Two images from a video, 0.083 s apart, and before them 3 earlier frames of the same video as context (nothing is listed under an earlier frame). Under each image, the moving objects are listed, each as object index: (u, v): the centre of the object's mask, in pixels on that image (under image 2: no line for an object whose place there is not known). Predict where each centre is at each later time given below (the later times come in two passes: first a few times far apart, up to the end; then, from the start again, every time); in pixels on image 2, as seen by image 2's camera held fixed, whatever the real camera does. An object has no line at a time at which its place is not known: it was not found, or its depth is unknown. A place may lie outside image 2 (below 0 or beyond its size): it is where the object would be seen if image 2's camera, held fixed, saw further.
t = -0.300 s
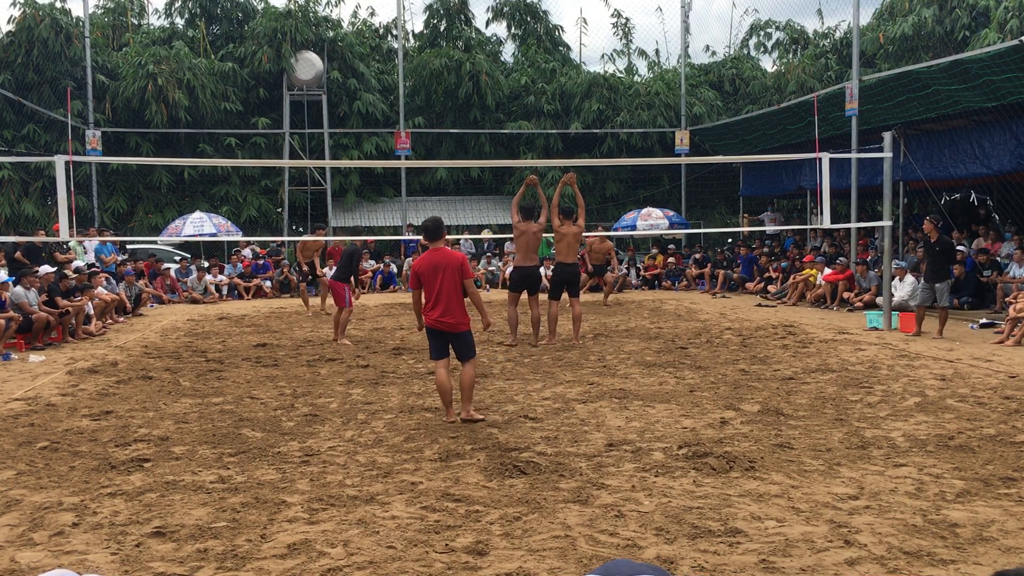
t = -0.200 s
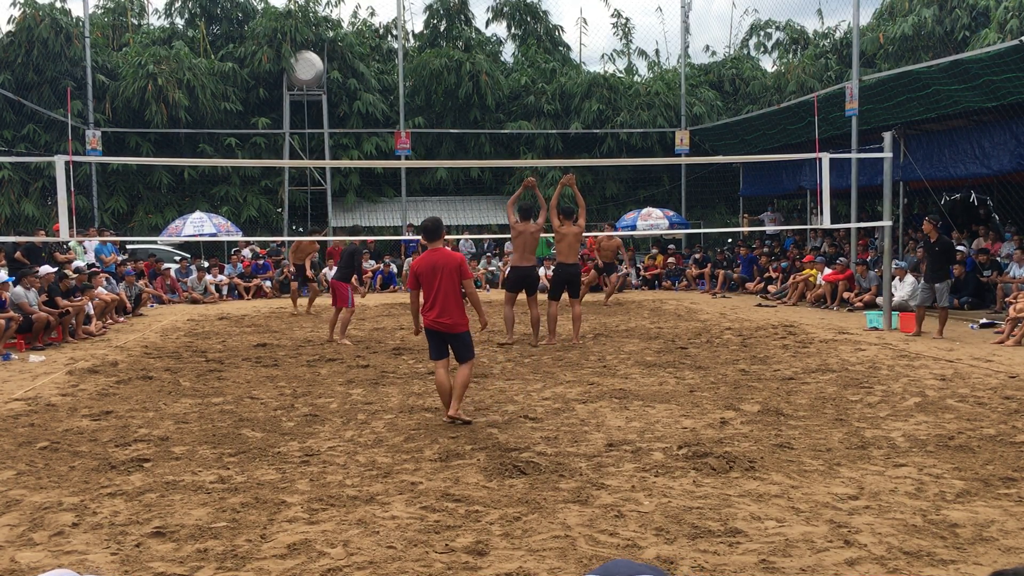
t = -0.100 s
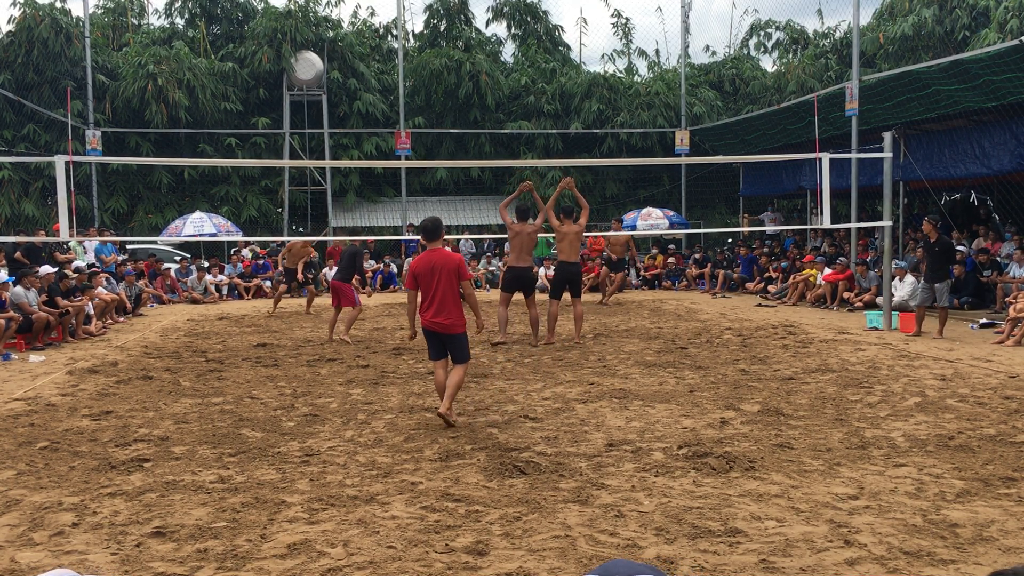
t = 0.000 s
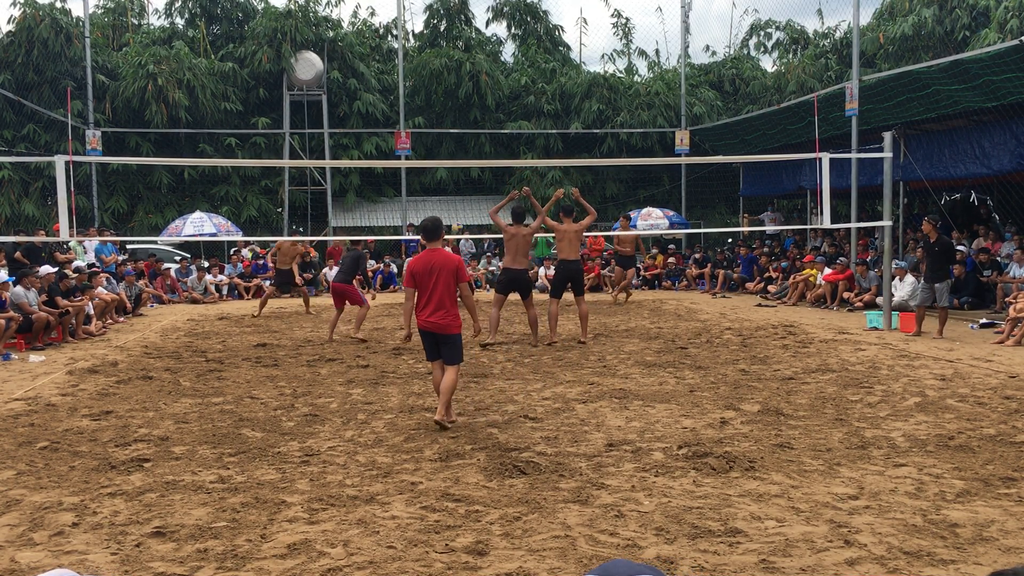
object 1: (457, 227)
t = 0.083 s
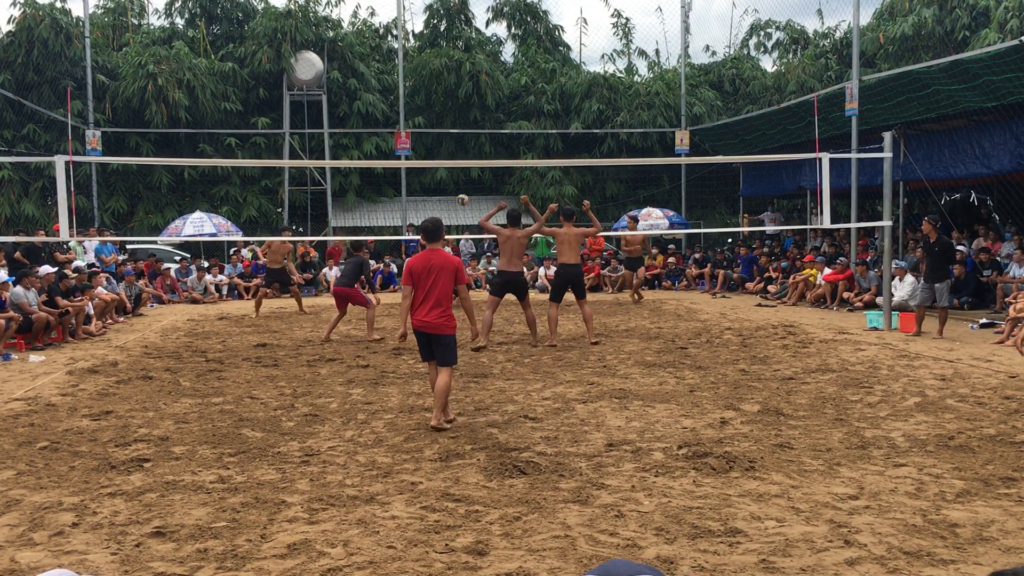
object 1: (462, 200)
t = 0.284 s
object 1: (476, 143)
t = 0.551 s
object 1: (497, 97)
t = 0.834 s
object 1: (523, 90)
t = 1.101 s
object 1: (553, 132)
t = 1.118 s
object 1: (554, 137)
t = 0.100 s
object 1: (463, 194)
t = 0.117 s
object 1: (464, 189)
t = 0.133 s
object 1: (465, 184)
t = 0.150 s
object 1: (466, 179)
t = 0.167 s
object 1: (467, 174)
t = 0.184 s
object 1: (469, 171)
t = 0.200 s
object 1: (470, 162)
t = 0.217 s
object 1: (471, 158)
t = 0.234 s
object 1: (472, 155)
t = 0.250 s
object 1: (474, 152)
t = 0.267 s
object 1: (475, 148)
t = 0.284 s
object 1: (476, 143)
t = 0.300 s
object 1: (477, 140)
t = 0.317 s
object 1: (478, 136)
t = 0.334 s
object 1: (479, 132)
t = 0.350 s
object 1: (481, 129)
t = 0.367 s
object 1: (482, 125)
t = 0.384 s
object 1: (483, 122)
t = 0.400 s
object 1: (485, 119)
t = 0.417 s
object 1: (486, 116)
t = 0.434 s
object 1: (487, 113)
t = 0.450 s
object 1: (489, 110)
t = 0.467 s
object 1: (489, 108)
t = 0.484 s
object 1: (491, 105)
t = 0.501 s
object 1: (493, 103)
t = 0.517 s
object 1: (494, 101)
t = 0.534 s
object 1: (496, 100)
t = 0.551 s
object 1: (497, 97)
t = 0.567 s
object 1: (498, 95)
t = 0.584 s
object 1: (499, 94)
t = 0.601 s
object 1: (501, 92)
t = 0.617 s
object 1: (502, 91)
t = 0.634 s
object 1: (503, 89)
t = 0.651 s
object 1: (506, 89)
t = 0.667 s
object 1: (507, 88)
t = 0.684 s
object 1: (508, 88)
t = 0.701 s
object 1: (510, 88)
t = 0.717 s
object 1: (512, 88)
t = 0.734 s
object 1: (513, 87)
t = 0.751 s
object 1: (515, 87)
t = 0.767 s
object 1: (516, 87)
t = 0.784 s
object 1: (518, 87)
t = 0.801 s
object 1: (520, 88)
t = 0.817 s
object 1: (521, 89)
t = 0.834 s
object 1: (523, 90)
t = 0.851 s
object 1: (525, 91)
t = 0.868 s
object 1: (526, 92)
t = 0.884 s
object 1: (528, 93)
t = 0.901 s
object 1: (530, 95)
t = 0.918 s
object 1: (531, 97)
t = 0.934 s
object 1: (532, 99)
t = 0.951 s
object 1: (535, 102)
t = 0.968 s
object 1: (537, 104)
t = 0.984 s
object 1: (539, 107)
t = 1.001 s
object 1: (541, 110)
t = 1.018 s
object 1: (543, 113)
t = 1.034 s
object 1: (544, 116)
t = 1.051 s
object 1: (546, 119)
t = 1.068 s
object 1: (548, 123)
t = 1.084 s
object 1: (550, 127)
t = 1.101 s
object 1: (553, 132)
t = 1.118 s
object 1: (554, 137)
